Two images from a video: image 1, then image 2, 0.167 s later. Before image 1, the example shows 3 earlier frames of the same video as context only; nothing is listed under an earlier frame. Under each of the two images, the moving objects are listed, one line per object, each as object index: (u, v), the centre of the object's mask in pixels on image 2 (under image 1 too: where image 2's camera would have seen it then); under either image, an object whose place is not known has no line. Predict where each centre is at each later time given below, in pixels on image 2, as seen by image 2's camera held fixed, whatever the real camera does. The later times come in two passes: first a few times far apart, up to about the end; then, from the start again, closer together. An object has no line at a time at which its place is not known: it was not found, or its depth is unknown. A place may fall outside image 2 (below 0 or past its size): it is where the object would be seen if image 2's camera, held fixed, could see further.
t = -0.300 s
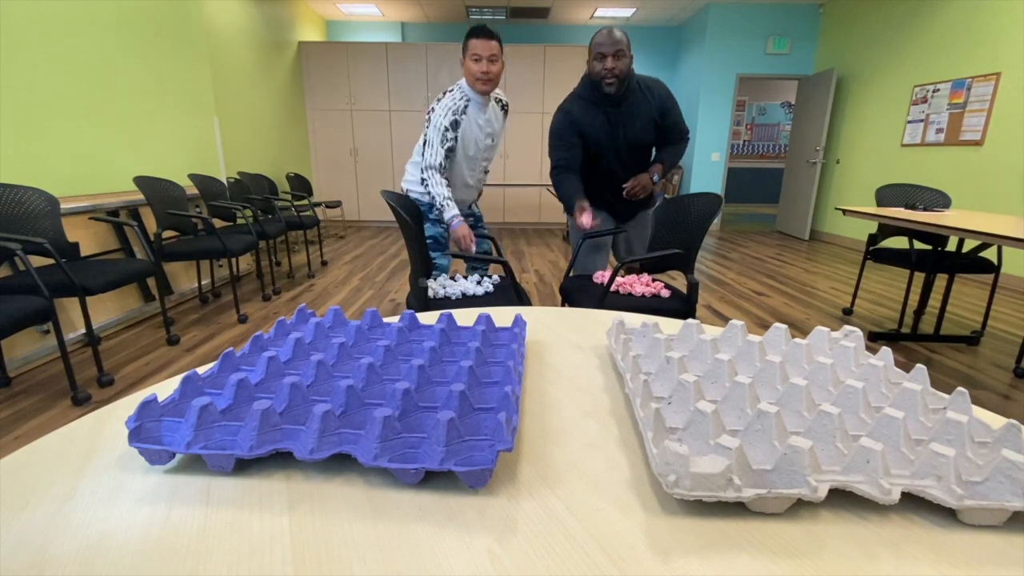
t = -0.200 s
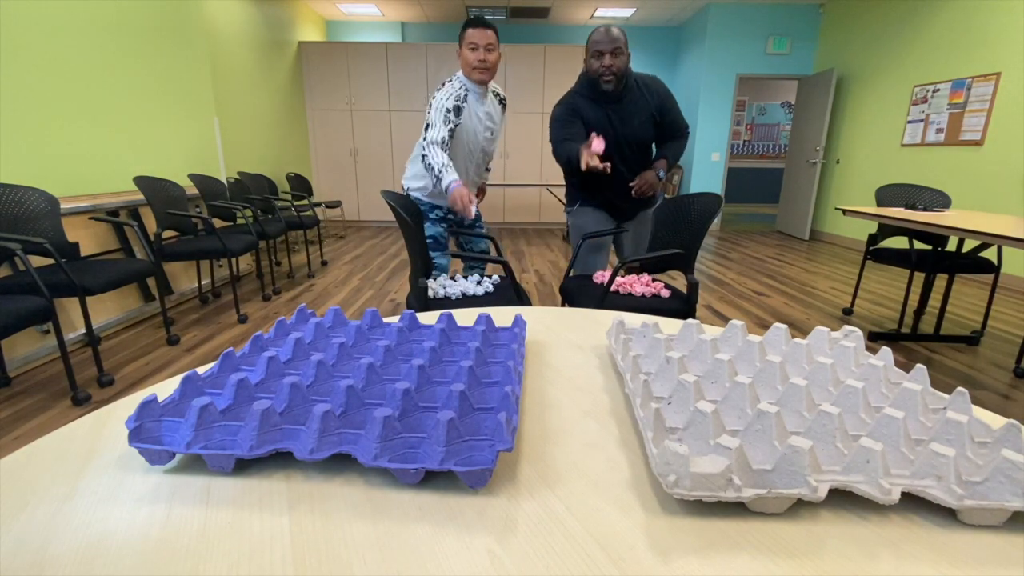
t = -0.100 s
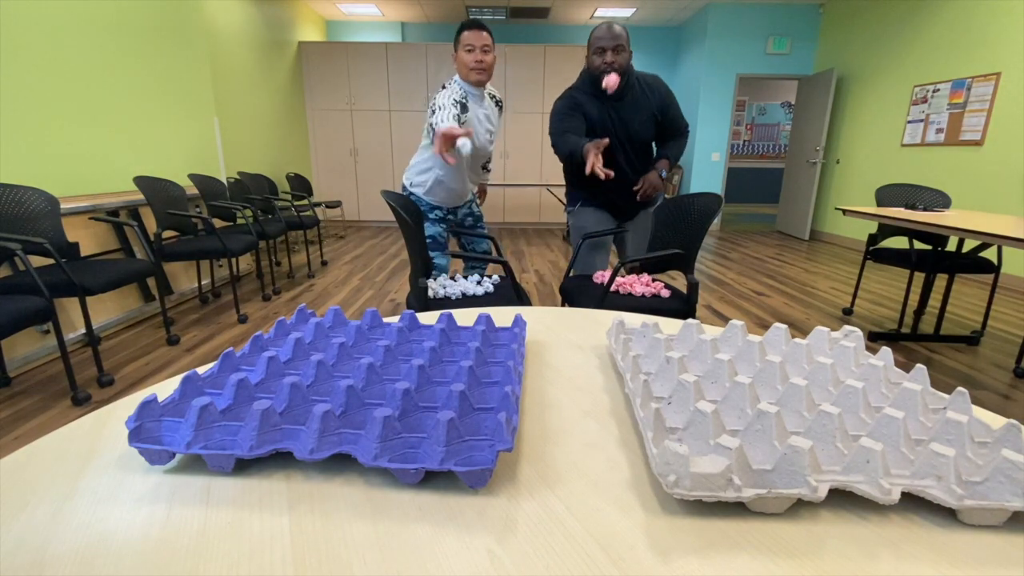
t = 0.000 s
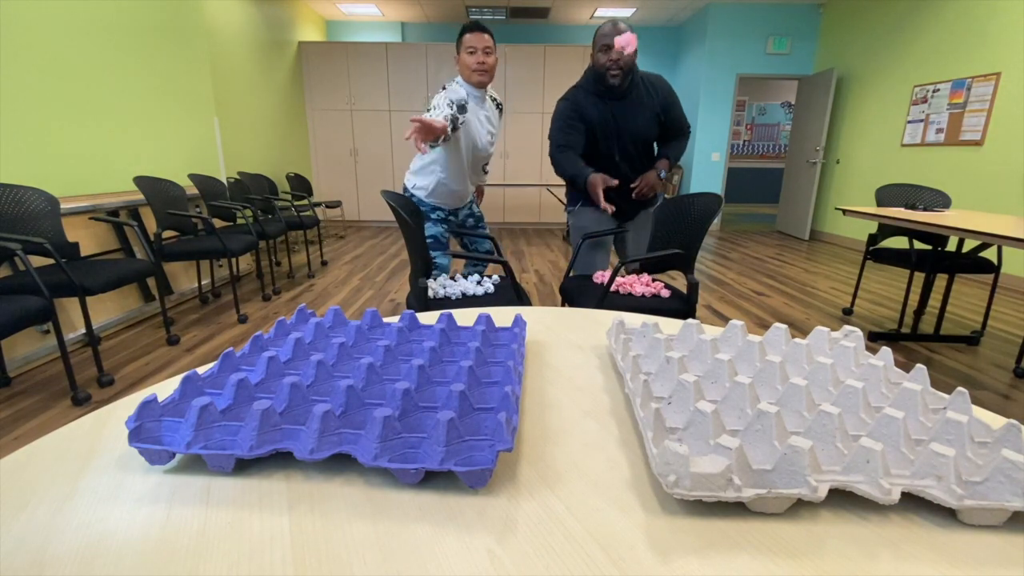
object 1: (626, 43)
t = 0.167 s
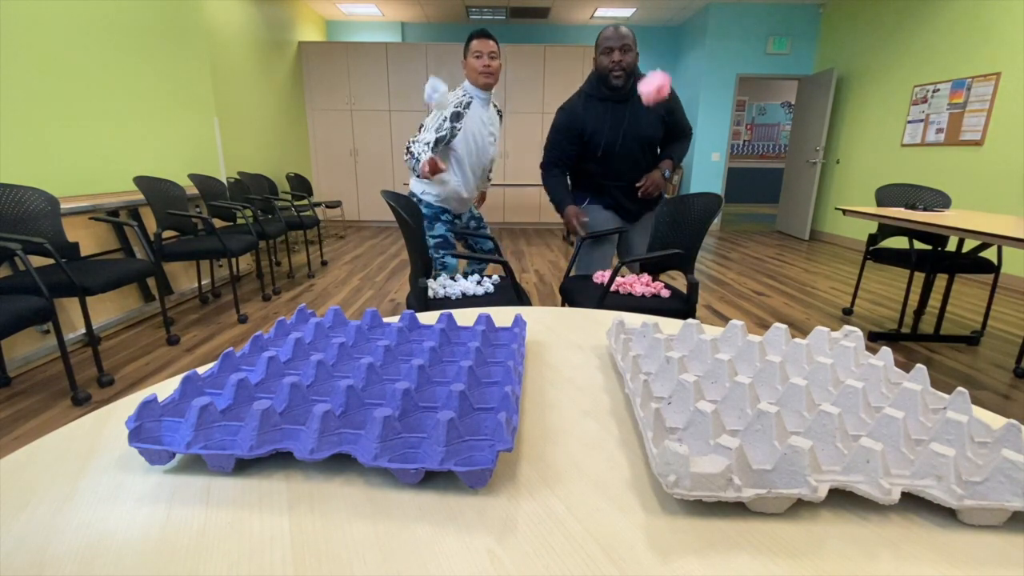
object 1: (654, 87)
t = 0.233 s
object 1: (664, 176)
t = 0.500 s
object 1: (686, 317)
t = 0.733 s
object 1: (683, 336)
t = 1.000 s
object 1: (683, 336)
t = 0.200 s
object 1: (660, 124)
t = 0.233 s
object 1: (664, 176)
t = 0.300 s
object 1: (670, 312)
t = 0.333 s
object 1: (673, 301)
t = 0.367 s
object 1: (672, 297)
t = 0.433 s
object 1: (669, 313)
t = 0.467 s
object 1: (677, 313)
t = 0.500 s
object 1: (686, 317)
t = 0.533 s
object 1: (686, 322)
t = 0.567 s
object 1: (680, 325)
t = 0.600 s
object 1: (679, 327)
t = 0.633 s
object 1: (679, 331)
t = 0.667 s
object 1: (683, 336)
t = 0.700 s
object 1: (683, 336)
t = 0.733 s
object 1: (683, 336)
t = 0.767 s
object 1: (683, 336)
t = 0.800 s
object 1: (683, 336)
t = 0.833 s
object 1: (683, 336)
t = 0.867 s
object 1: (683, 336)
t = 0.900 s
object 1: (683, 336)
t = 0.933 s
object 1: (683, 336)
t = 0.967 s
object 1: (683, 336)
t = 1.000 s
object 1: (683, 336)
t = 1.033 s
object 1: (683, 335)
